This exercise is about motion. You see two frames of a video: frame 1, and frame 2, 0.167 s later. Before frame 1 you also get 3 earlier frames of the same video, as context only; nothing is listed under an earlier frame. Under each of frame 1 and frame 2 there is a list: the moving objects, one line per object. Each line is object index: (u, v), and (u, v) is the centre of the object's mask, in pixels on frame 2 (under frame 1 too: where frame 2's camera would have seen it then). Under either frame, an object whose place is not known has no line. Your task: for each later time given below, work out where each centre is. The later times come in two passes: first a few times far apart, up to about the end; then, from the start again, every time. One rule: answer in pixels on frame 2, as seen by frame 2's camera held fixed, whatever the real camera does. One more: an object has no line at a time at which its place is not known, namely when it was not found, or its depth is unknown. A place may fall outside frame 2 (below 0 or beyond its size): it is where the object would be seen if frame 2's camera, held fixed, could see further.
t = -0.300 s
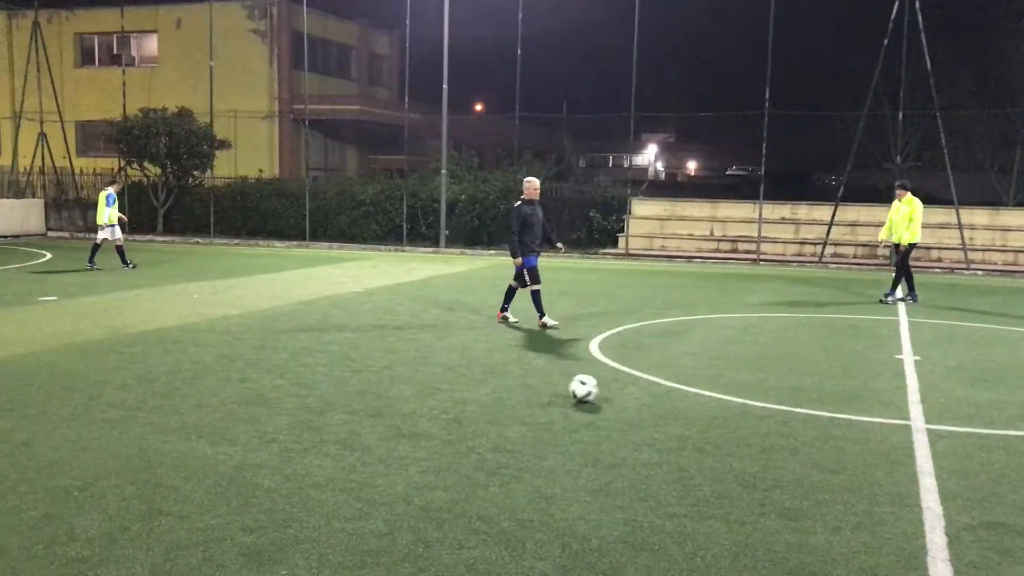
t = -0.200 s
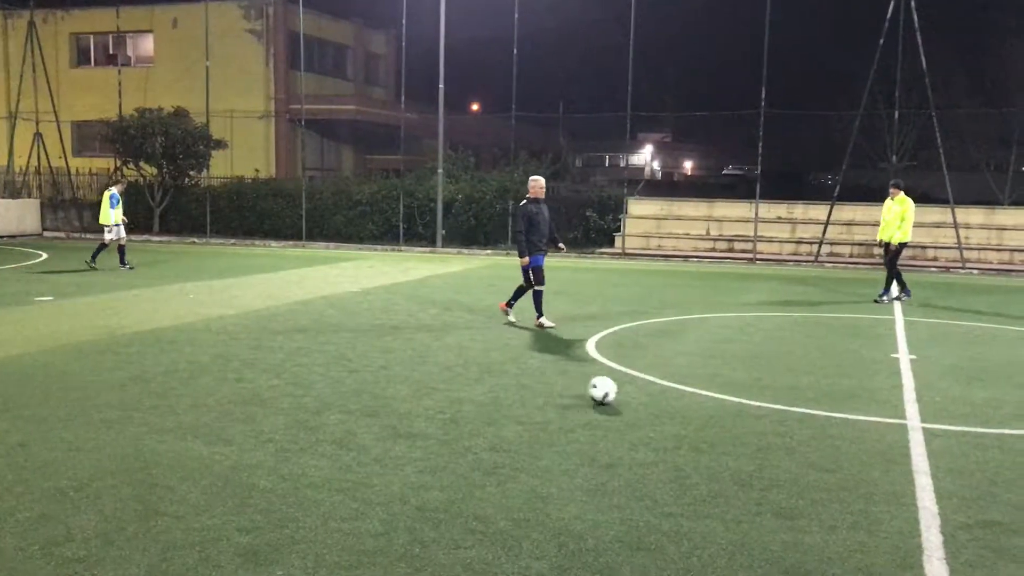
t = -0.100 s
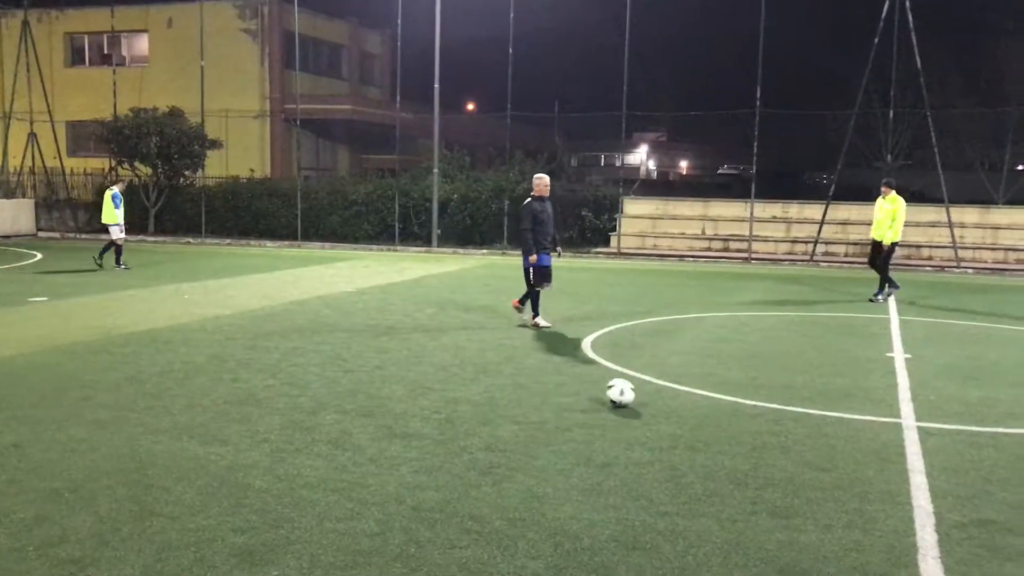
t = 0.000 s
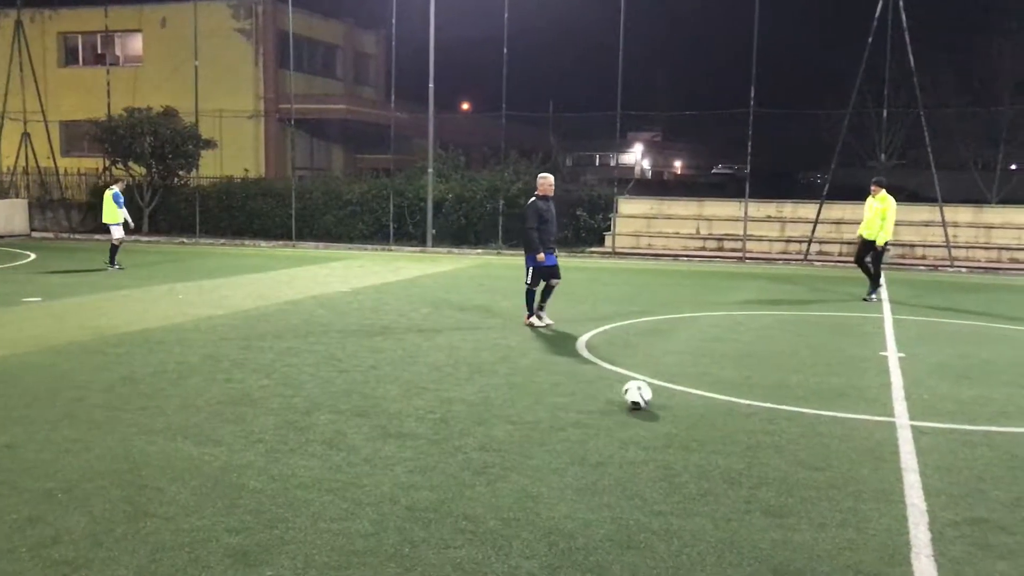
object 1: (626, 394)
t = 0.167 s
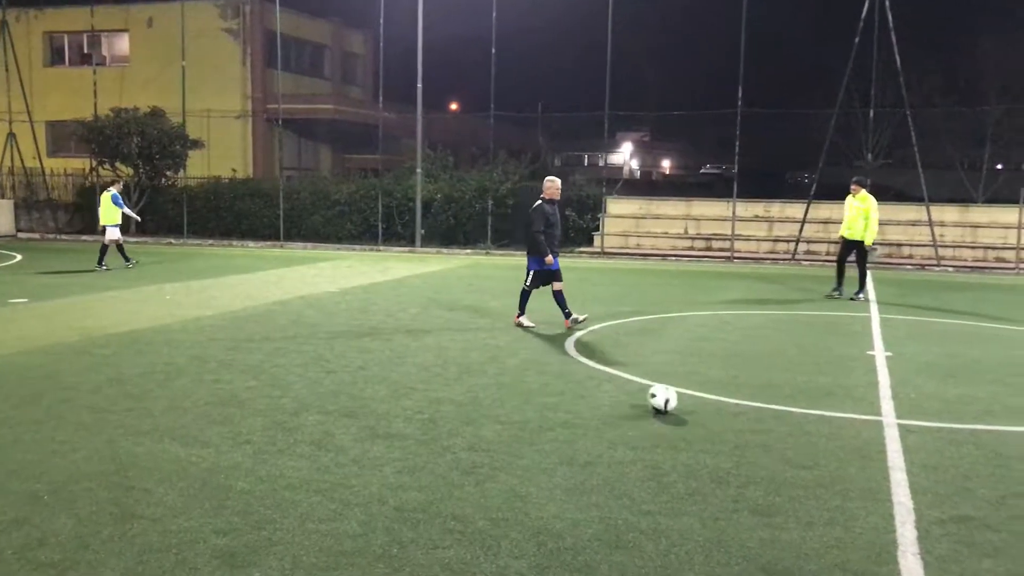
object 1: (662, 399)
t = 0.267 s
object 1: (685, 401)
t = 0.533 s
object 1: (745, 408)
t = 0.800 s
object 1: (805, 414)
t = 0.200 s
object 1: (670, 400)
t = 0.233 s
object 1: (677, 401)
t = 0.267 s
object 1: (685, 401)
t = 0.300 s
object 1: (692, 402)
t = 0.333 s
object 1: (700, 402)
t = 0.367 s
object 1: (707, 404)
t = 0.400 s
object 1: (715, 405)
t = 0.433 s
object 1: (722, 406)
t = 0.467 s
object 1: (730, 407)
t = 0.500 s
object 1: (737, 408)
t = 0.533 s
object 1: (745, 408)
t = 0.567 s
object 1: (752, 409)
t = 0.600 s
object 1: (760, 410)
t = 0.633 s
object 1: (767, 411)
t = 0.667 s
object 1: (775, 411)
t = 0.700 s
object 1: (782, 412)
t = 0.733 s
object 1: (790, 413)
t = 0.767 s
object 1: (797, 414)
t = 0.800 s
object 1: (805, 414)
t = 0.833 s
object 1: (812, 415)
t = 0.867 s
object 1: (820, 416)
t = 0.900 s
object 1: (827, 417)
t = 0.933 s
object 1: (834, 418)
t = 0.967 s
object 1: (841, 418)
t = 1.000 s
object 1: (849, 418)
